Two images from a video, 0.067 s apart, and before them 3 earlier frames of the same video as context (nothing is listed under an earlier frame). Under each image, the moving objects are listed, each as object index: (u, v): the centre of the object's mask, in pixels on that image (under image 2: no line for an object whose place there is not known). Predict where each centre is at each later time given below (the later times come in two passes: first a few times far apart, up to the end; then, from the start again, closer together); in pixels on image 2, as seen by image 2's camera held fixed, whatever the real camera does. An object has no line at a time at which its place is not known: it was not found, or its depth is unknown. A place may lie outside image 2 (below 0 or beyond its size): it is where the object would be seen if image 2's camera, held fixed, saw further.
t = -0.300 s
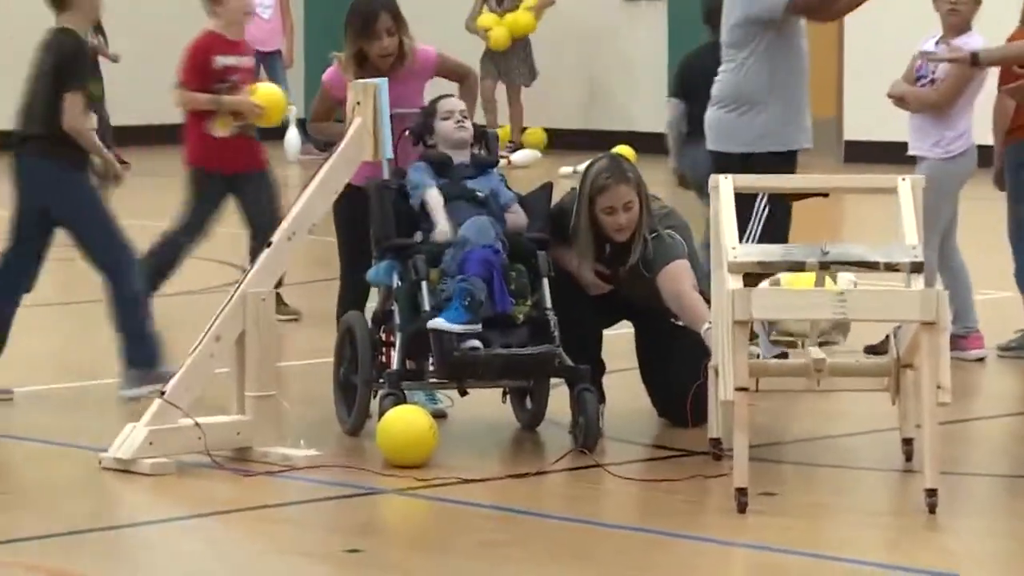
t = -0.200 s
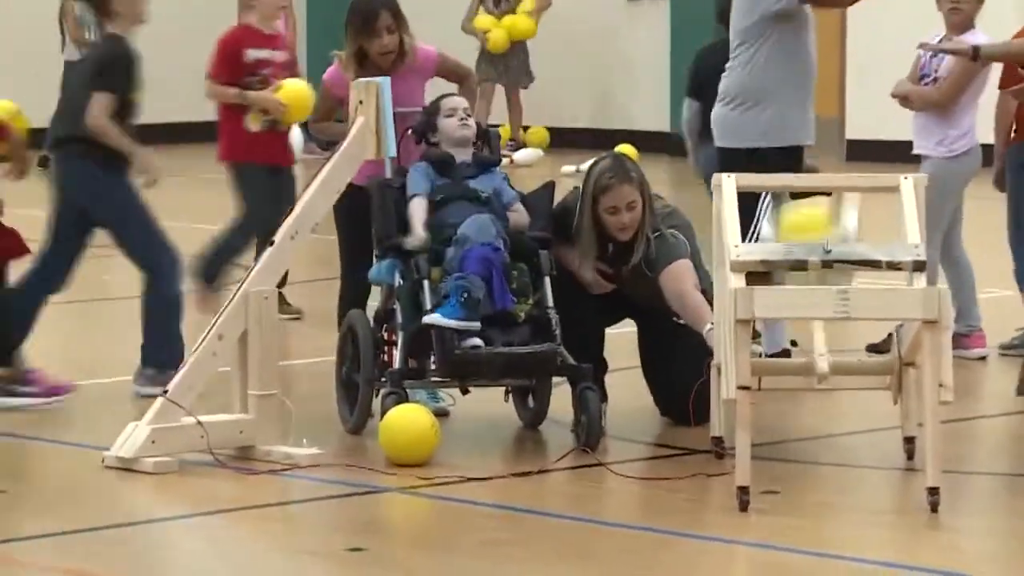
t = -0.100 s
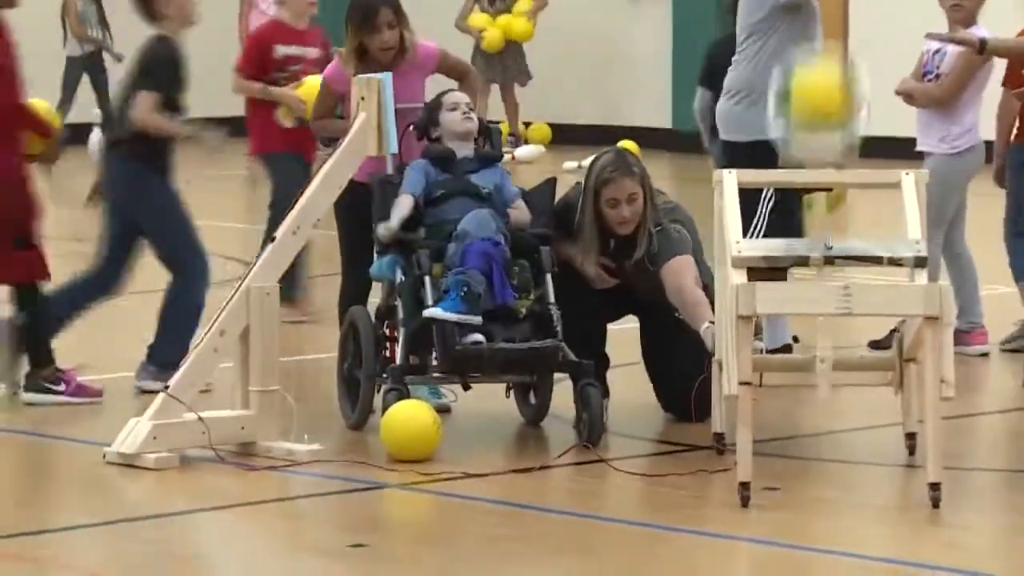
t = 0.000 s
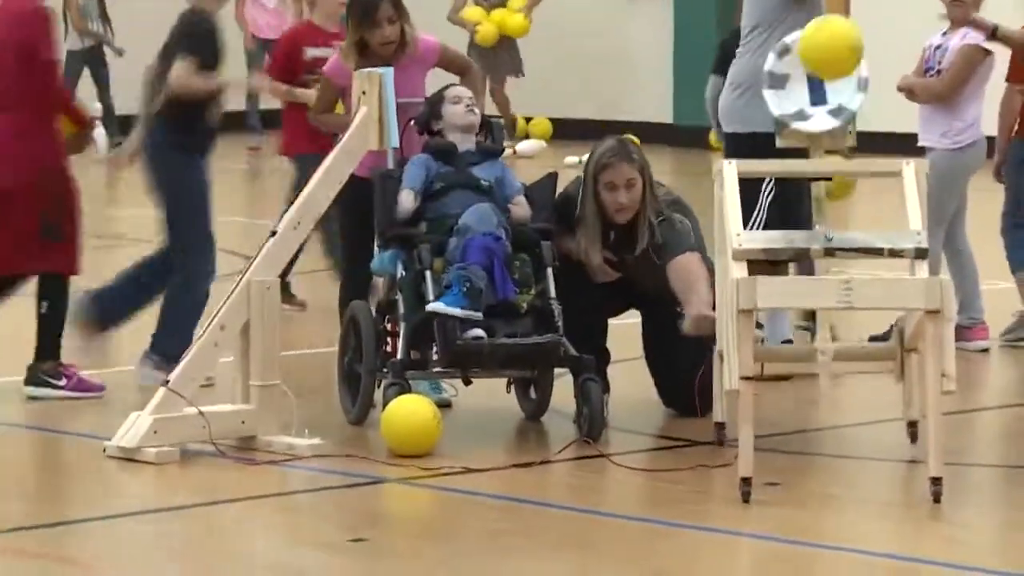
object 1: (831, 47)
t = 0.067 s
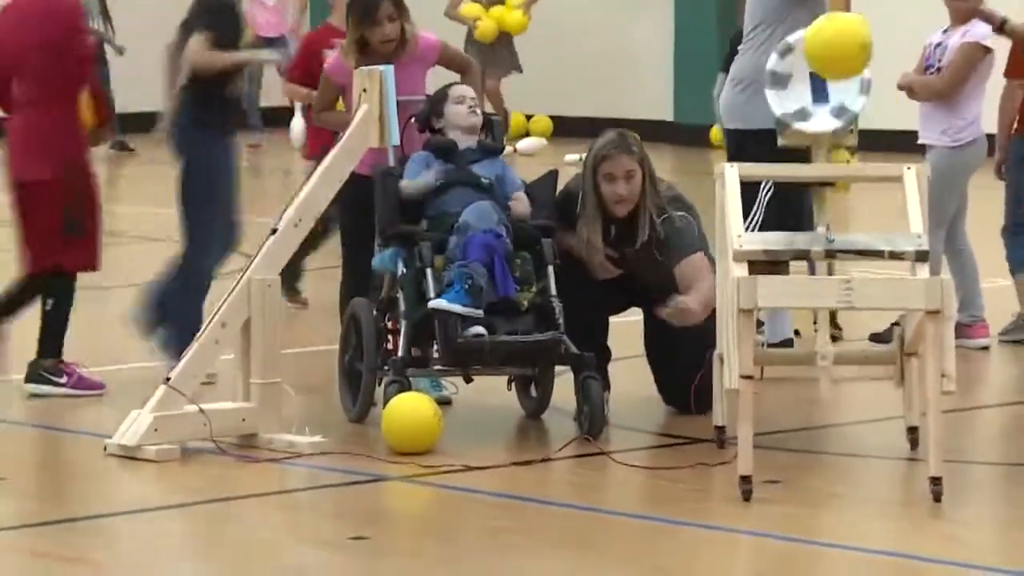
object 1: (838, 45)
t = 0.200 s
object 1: (855, 99)
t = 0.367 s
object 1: (875, 305)
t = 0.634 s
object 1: (901, 547)
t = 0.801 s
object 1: (925, 490)
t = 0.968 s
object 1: (954, 529)
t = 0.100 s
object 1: (842, 52)
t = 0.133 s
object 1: (846, 61)
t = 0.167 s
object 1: (850, 78)
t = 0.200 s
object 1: (855, 99)
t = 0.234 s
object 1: (858, 128)
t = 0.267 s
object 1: (863, 162)
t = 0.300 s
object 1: (868, 202)
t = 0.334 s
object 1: (871, 246)
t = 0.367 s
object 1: (875, 305)
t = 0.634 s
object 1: (901, 547)
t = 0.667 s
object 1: (905, 535)
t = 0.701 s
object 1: (910, 523)
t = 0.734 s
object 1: (914, 510)
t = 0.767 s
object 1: (919, 497)
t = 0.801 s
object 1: (925, 490)
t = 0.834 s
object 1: (929, 489)
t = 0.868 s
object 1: (936, 493)
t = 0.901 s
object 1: (941, 503)
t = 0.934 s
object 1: (947, 516)
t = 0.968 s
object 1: (954, 529)
